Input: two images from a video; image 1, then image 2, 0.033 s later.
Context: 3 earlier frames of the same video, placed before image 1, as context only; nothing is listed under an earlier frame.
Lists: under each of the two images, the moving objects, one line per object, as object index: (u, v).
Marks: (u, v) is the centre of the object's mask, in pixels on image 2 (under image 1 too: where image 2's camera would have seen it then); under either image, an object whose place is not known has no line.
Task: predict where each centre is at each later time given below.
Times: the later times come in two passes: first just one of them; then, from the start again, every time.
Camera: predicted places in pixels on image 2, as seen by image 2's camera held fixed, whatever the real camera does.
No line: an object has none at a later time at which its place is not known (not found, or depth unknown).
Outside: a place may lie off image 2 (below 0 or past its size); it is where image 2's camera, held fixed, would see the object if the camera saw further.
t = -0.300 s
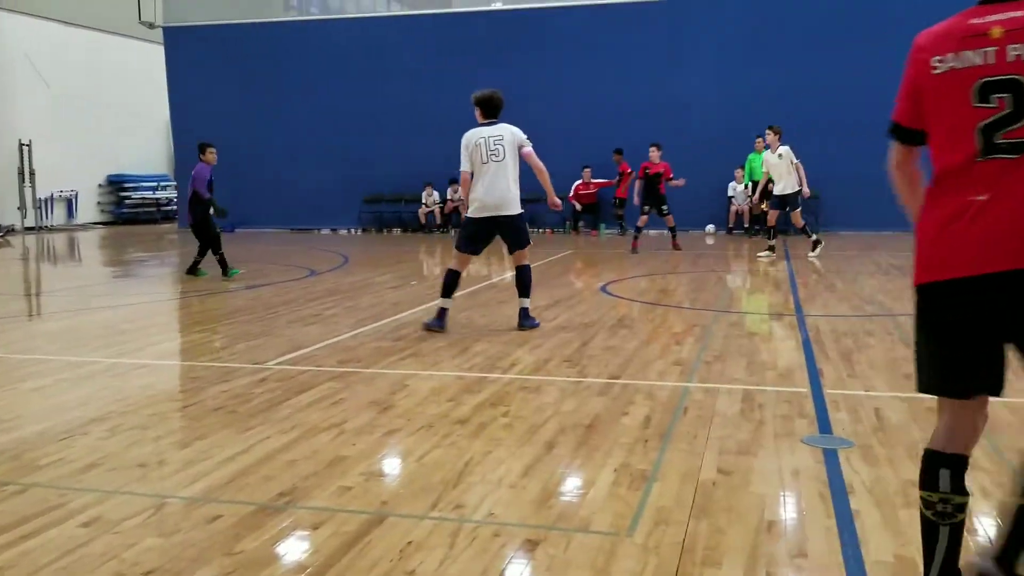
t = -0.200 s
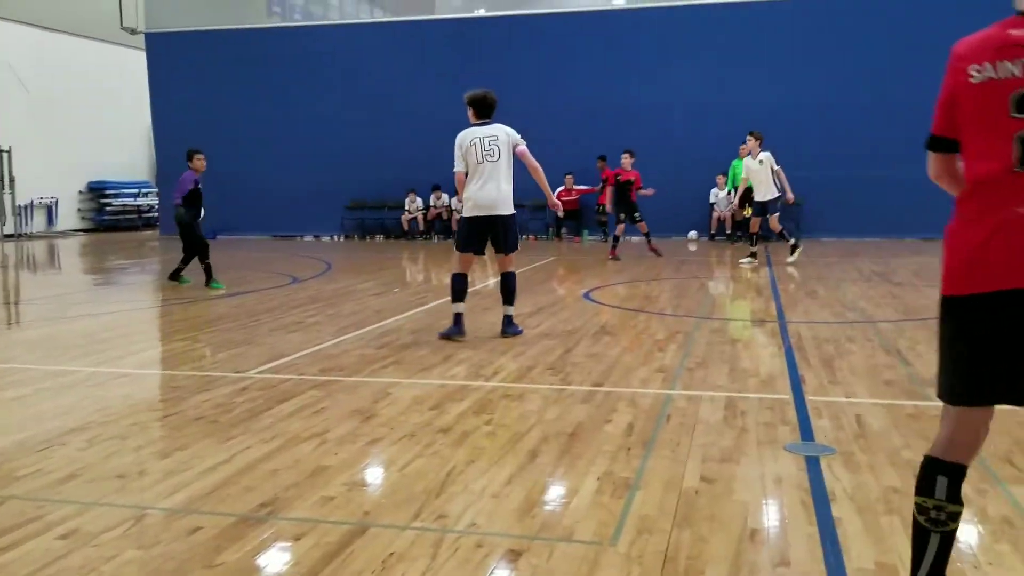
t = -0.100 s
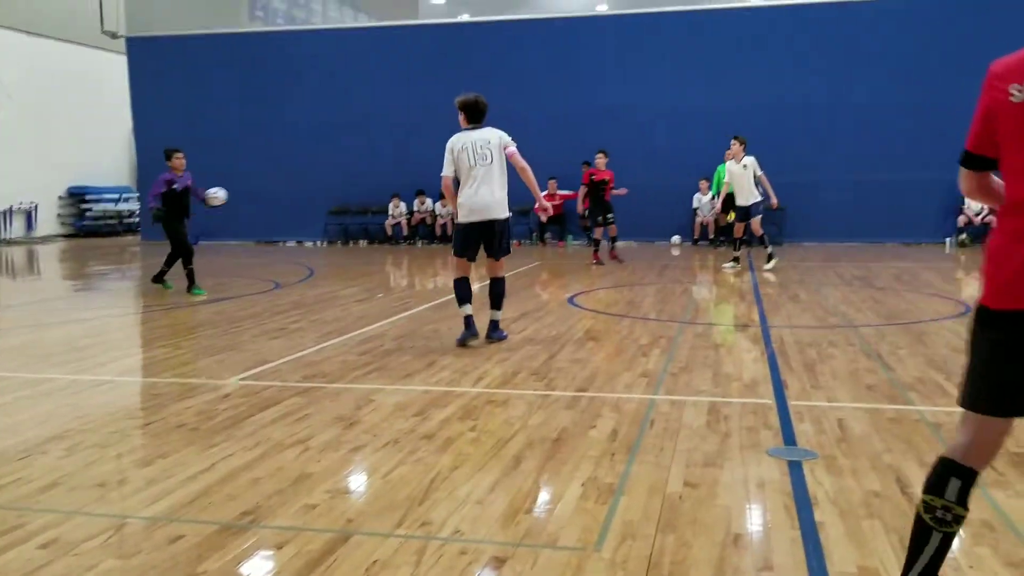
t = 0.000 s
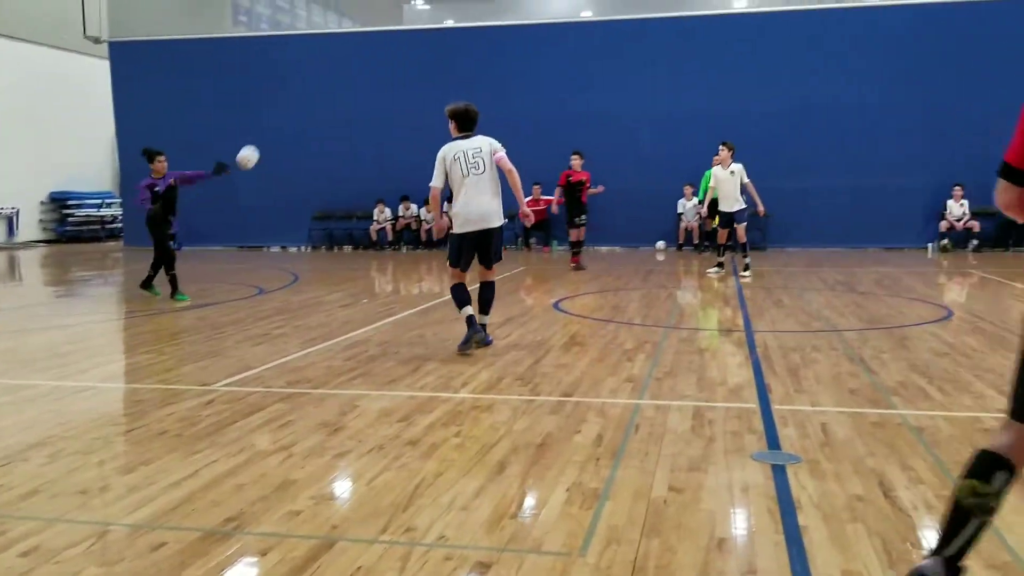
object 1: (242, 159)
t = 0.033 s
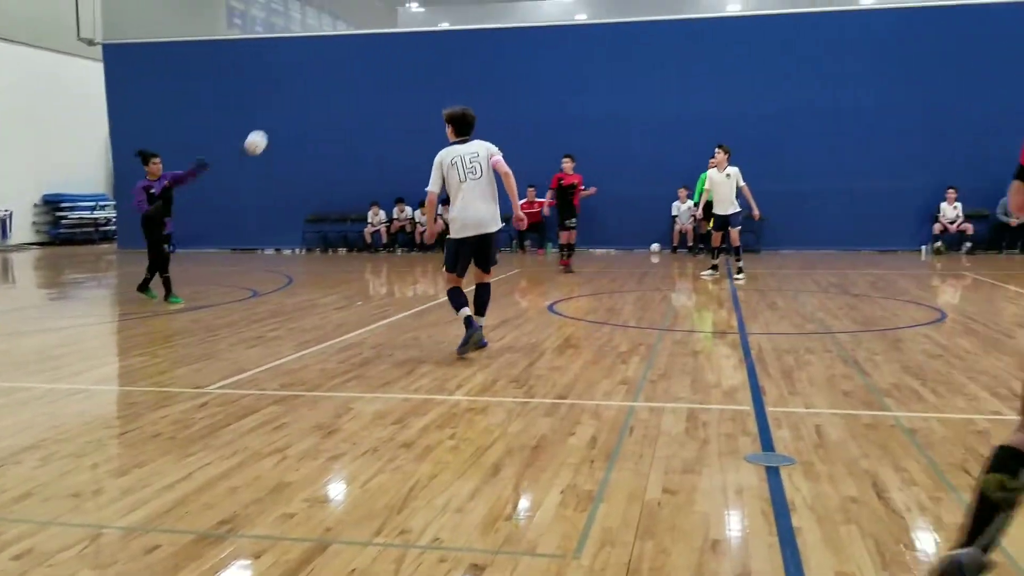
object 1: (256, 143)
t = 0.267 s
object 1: (368, 34)
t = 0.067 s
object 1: (269, 126)
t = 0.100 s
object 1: (284, 109)
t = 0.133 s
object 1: (299, 93)
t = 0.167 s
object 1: (314, 77)
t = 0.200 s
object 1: (332, 62)
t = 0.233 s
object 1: (349, 47)
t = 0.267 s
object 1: (368, 34)
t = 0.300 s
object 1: (387, 19)
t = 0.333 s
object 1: (406, 6)
